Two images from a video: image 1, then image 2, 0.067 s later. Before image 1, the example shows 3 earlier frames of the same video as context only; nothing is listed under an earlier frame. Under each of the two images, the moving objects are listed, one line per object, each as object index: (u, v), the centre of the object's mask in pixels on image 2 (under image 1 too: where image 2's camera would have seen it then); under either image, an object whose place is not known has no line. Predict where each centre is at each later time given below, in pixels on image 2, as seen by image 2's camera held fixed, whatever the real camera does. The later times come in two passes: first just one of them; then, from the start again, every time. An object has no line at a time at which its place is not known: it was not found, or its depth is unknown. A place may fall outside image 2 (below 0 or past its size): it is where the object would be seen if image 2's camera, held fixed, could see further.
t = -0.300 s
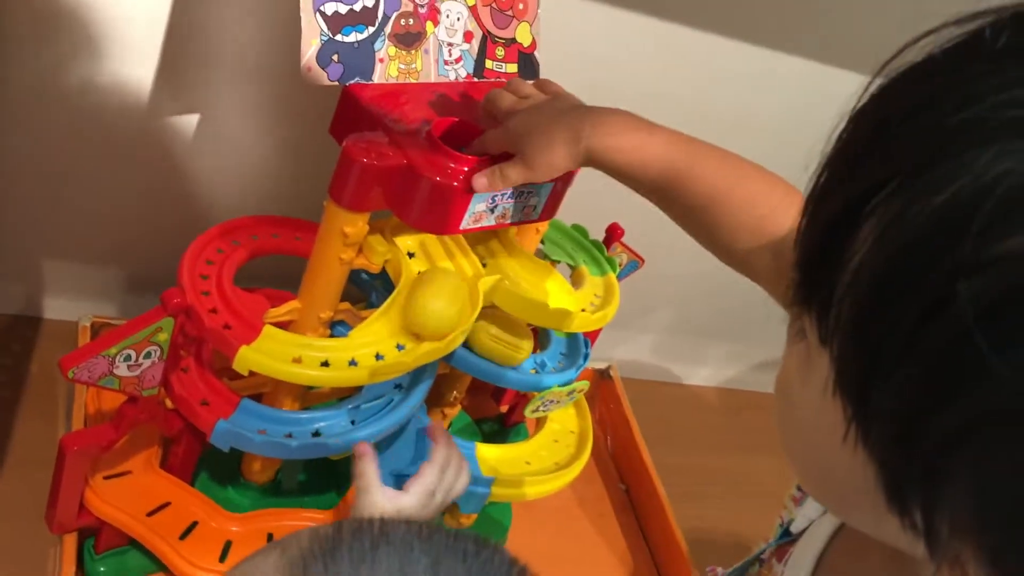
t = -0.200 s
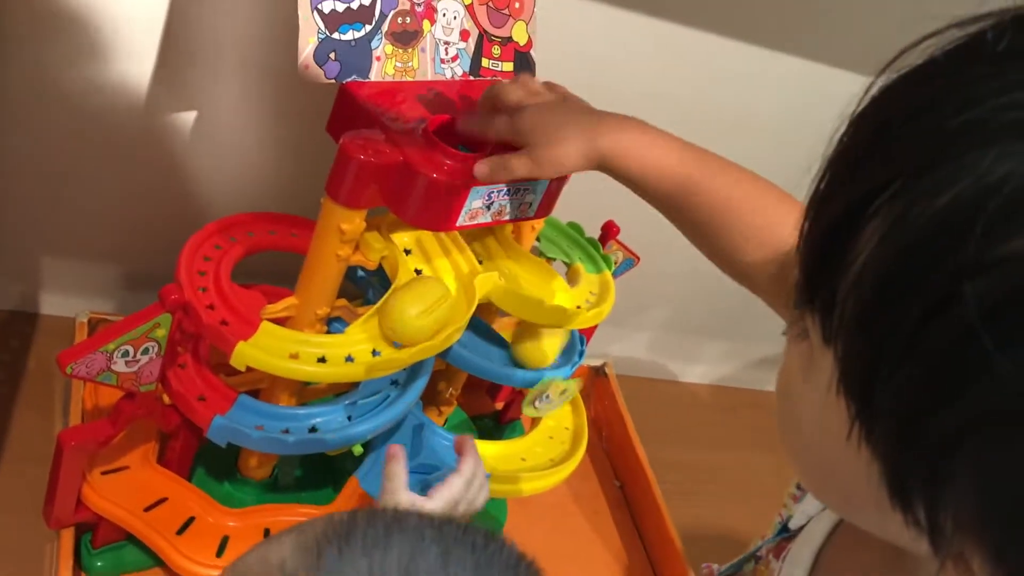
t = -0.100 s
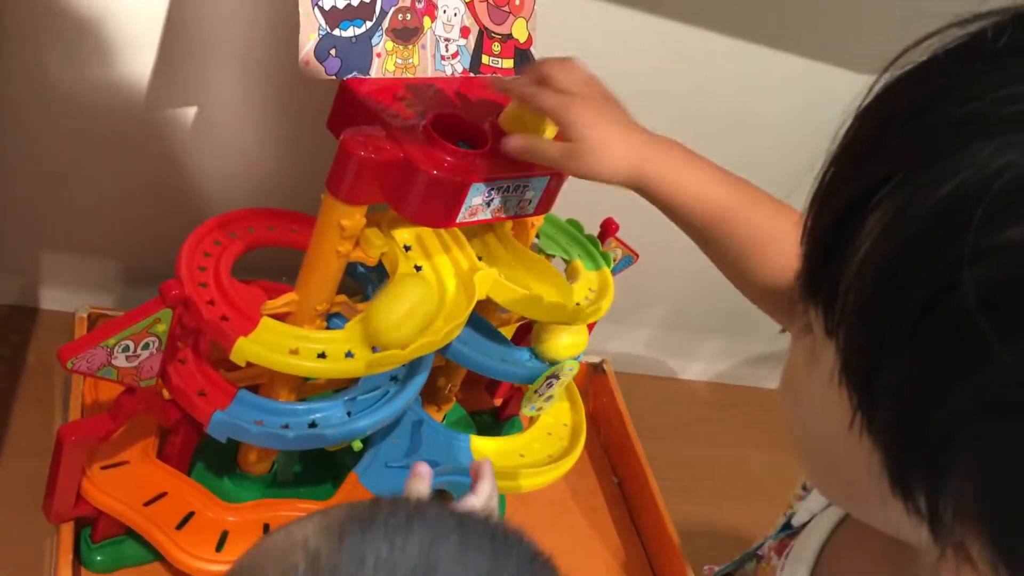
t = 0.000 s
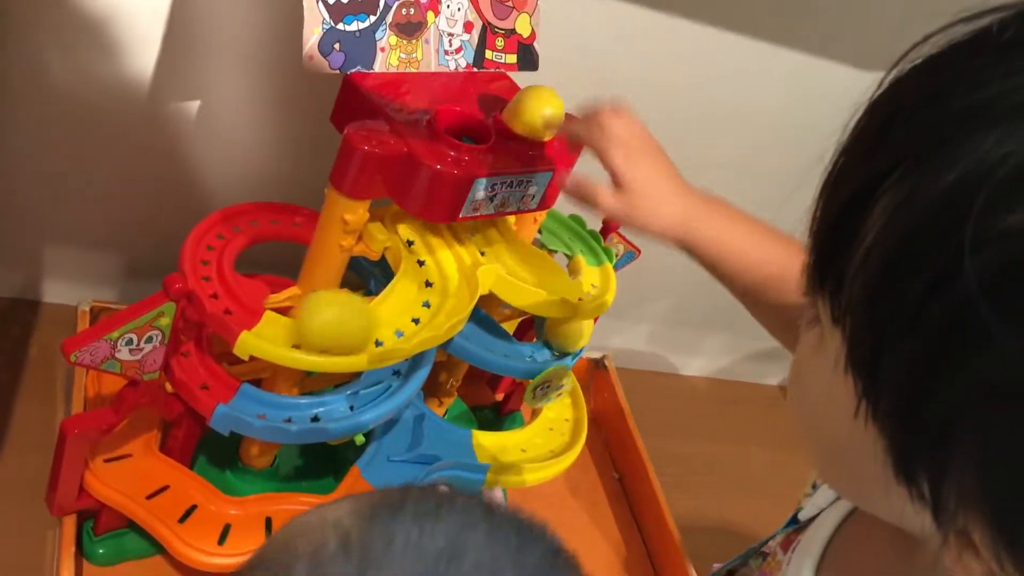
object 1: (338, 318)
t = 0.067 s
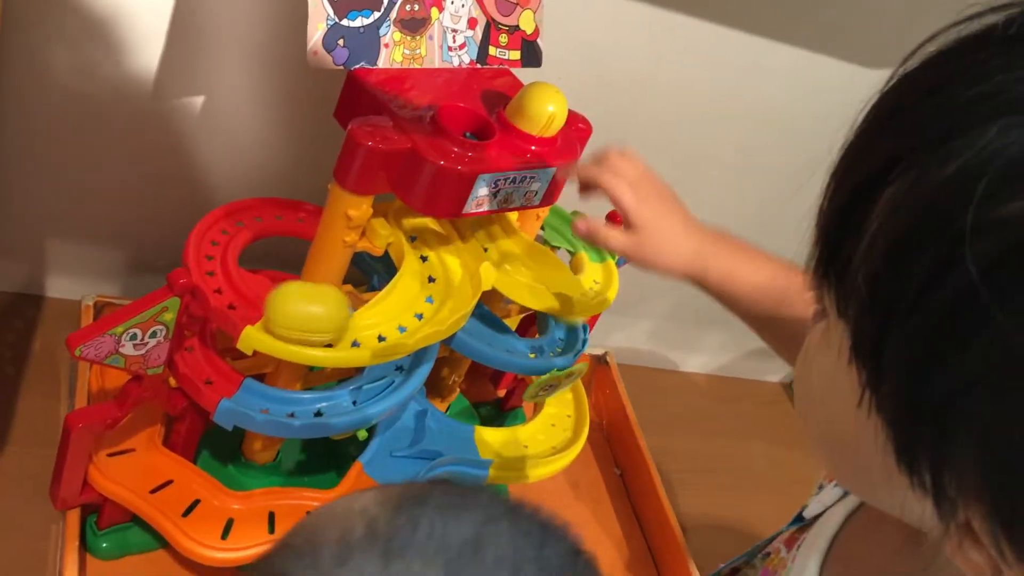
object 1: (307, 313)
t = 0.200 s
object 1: (257, 280)
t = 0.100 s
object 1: (297, 311)
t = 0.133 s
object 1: (290, 310)
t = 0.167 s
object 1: (276, 299)
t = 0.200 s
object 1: (257, 280)
